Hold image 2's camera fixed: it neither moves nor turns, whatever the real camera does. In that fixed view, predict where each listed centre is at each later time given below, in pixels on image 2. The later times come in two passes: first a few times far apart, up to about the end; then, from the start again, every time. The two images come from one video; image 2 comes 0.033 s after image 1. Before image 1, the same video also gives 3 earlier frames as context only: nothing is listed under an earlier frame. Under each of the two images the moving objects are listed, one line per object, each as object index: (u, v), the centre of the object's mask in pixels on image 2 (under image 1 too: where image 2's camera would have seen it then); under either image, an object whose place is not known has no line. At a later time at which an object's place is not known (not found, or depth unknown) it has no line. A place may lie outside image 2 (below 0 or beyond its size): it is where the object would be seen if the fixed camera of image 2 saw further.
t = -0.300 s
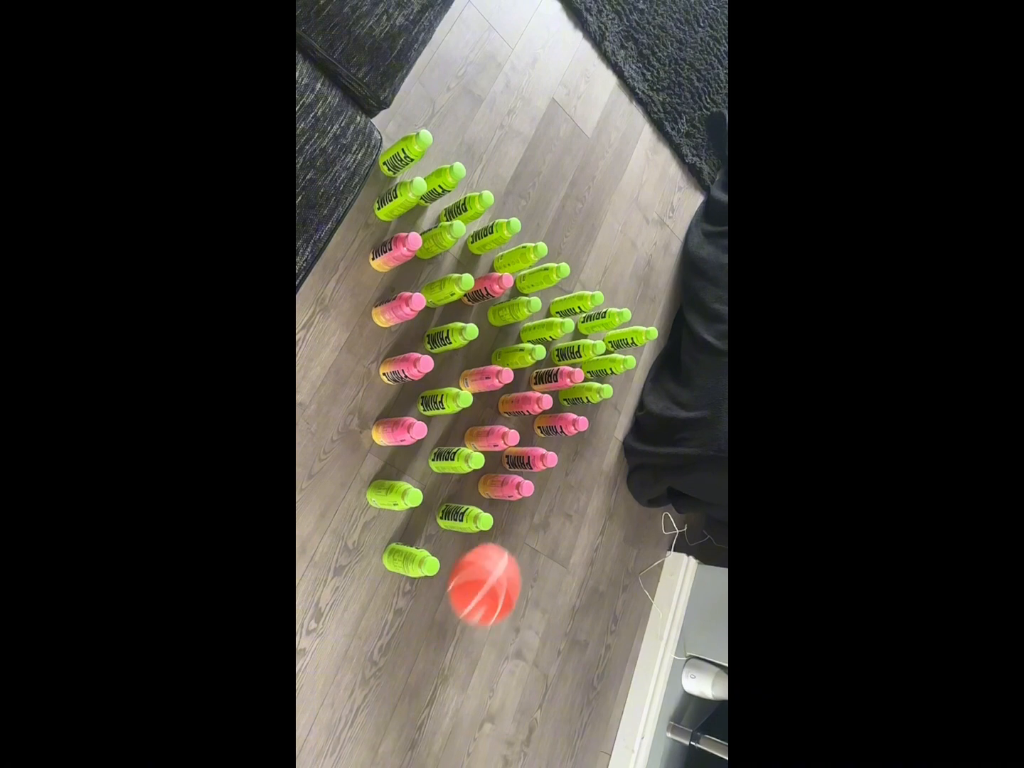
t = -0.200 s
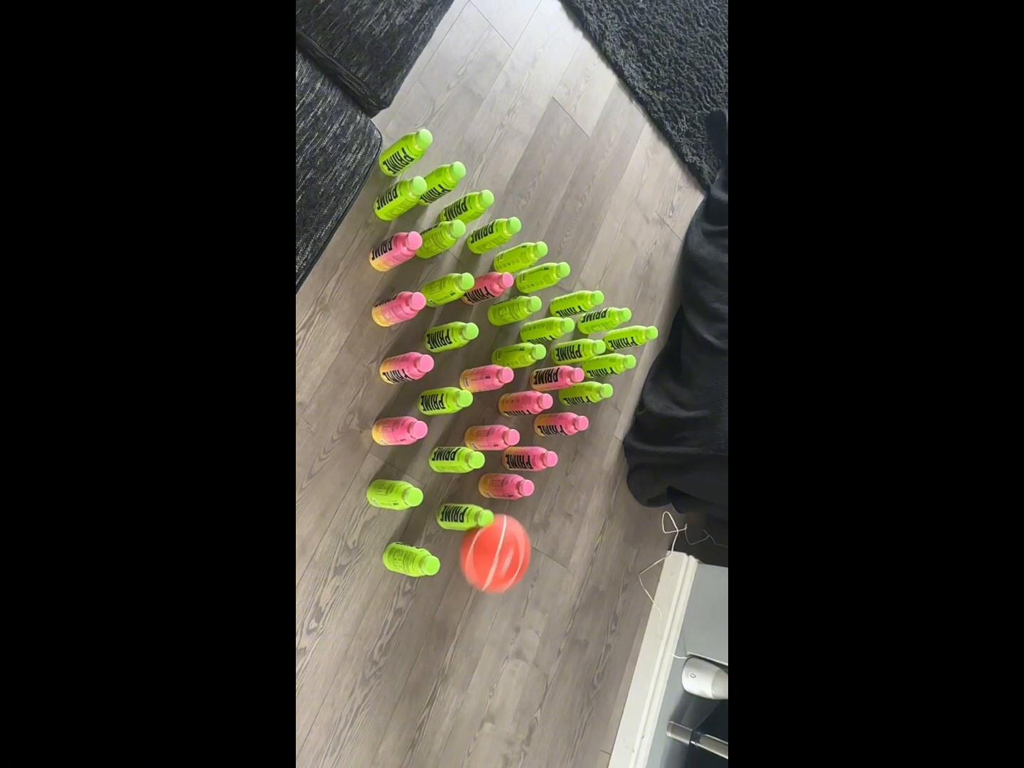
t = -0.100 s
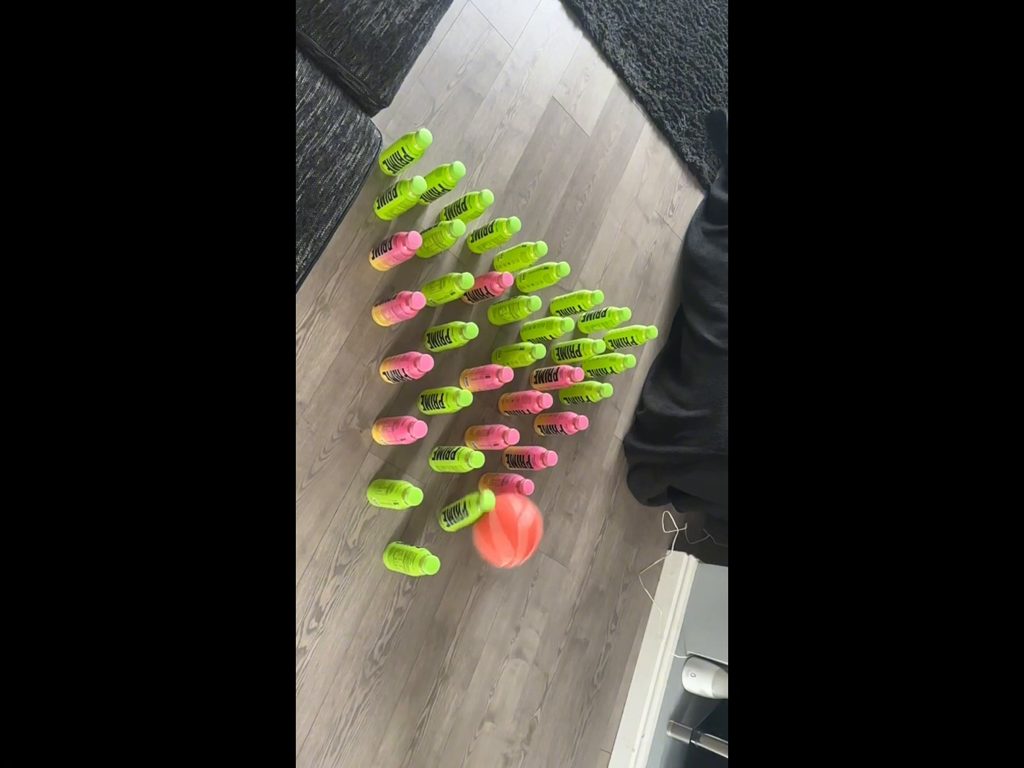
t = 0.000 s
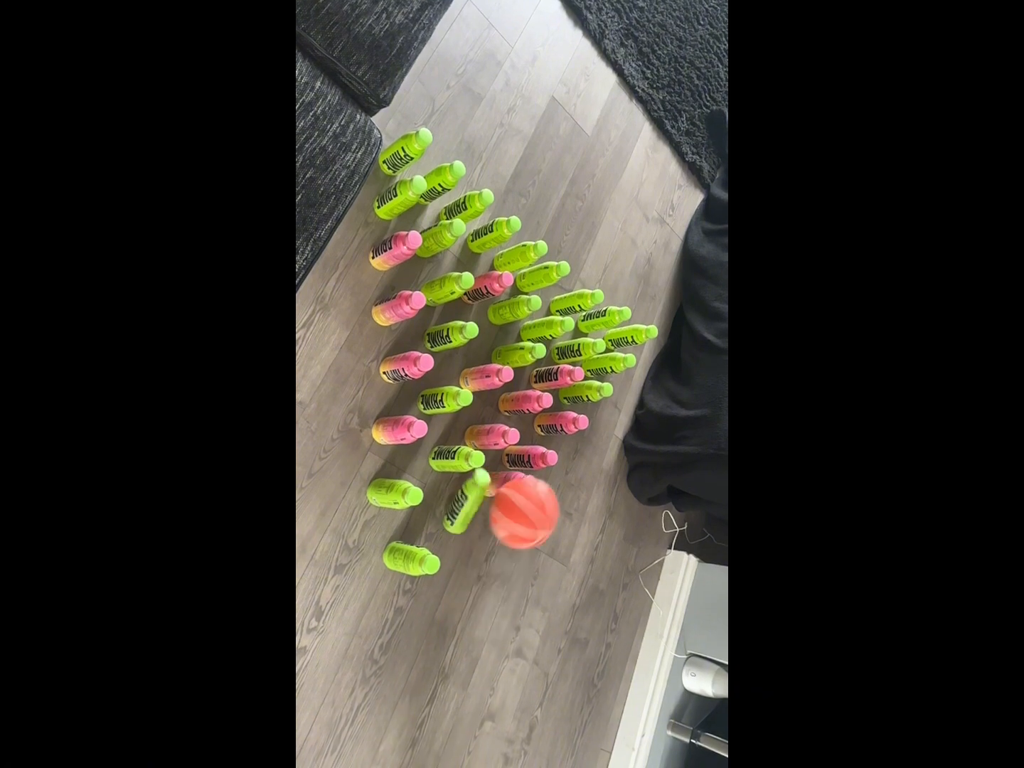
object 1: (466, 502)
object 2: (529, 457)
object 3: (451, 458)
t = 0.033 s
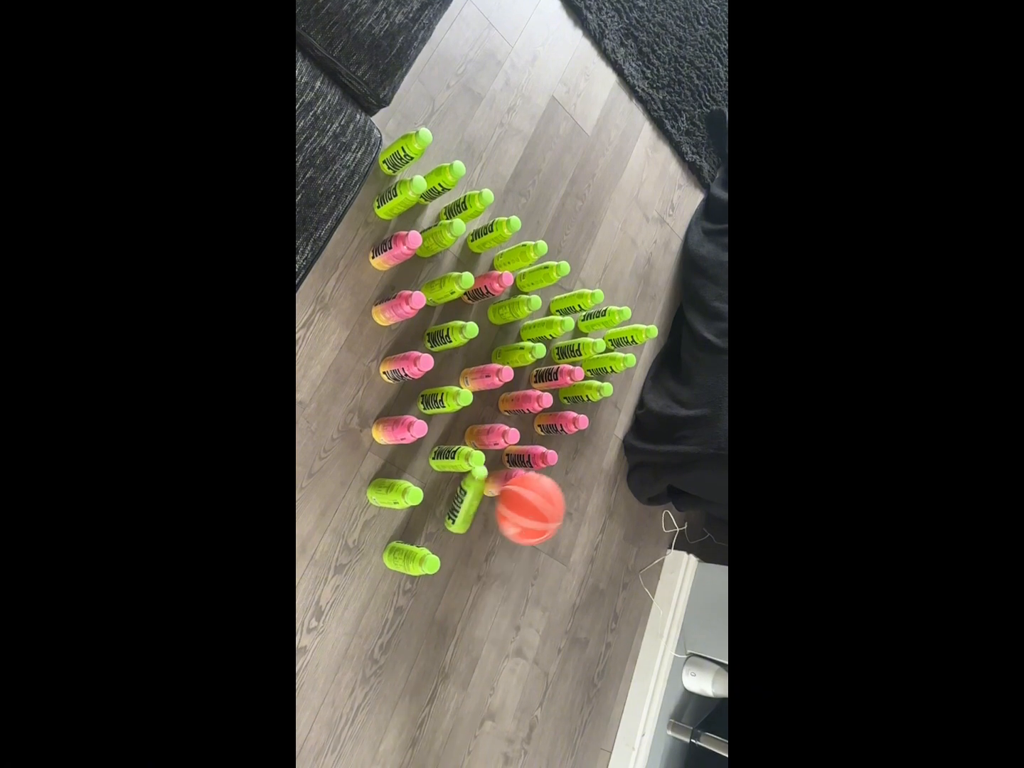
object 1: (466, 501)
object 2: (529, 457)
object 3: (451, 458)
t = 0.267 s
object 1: (472, 490)
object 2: (546, 456)
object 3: (448, 454)
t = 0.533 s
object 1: (473, 481)
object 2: (547, 451)
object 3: (446, 449)
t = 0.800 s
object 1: (473, 468)
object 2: (549, 447)
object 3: (444, 442)
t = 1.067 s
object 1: (475, 456)
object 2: (553, 444)
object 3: (439, 432)
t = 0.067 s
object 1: (467, 499)
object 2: (529, 456)
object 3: (450, 458)
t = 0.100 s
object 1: (468, 497)
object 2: (529, 455)
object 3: (450, 457)
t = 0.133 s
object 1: (468, 495)
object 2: (529, 454)
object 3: (450, 457)
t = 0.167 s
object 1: (469, 494)
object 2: (529, 452)
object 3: (449, 456)
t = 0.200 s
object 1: (470, 493)
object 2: (529, 449)
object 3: (449, 455)
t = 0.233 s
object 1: (471, 491)
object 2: (547, 456)
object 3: (448, 454)
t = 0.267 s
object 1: (472, 490)
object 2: (546, 456)
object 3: (448, 454)
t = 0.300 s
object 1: (472, 488)
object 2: (547, 455)
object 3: (448, 453)
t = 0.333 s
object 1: (472, 487)
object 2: (547, 455)
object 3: (447, 452)
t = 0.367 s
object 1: (473, 486)
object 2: (546, 454)
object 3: (447, 452)
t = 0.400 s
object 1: (473, 485)
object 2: (546, 454)
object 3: (447, 451)
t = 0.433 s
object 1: (473, 485)
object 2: (546, 453)
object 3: (446, 451)
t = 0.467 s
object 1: (473, 483)
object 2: (546, 452)
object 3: (446, 450)
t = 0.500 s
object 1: (473, 482)
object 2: (547, 452)
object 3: (446, 450)
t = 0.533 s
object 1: (473, 481)
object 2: (547, 451)
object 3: (446, 449)
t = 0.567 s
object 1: (473, 480)
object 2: (547, 451)
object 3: (446, 448)
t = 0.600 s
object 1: (473, 479)
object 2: (548, 450)
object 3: (446, 448)
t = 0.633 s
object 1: (473, 477)
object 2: (548, 449)
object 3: (445, 447)
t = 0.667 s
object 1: (473, 476)
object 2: (549, 449)
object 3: (445, 446)
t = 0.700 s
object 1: (473, 474)
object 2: (549, 448)
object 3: (445, 445)
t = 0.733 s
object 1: (473, 472)
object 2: (549, 448)
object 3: (445, 444)
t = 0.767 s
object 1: (473, 471)
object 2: (549, 447)
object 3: (444, 443)
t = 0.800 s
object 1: (473, 468)
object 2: (549, 447)
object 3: (444, 442)
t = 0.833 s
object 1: (473, 467)
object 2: (550, 446)
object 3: (443, 441)
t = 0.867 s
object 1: (473, 465)
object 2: (550, 446)
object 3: (442, 440)
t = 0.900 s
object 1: (473, 463)
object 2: (551, 445)
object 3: (442, 439)
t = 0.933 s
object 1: (474, 461)
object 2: (552, 445)
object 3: (442, 437)
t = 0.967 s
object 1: (474, 460)
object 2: (552, 444)
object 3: (441, 436)
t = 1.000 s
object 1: (474, 458)
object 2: (552, 444)
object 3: (441, 435)
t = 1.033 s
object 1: (475, 457)
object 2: (553, 444)
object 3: (440, 434)
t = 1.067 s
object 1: (475, 456)
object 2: (553, 444)
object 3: (439, 432)
